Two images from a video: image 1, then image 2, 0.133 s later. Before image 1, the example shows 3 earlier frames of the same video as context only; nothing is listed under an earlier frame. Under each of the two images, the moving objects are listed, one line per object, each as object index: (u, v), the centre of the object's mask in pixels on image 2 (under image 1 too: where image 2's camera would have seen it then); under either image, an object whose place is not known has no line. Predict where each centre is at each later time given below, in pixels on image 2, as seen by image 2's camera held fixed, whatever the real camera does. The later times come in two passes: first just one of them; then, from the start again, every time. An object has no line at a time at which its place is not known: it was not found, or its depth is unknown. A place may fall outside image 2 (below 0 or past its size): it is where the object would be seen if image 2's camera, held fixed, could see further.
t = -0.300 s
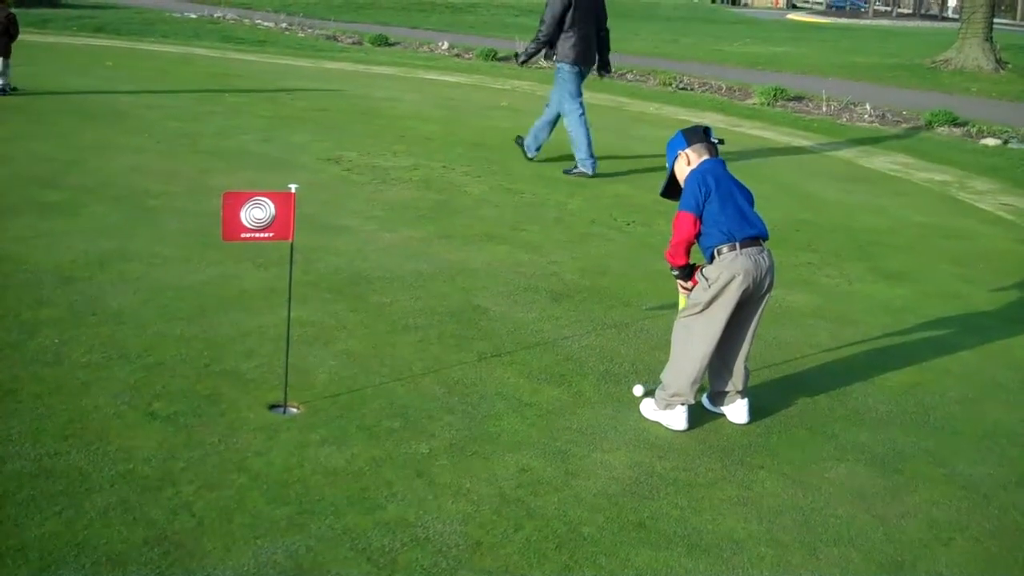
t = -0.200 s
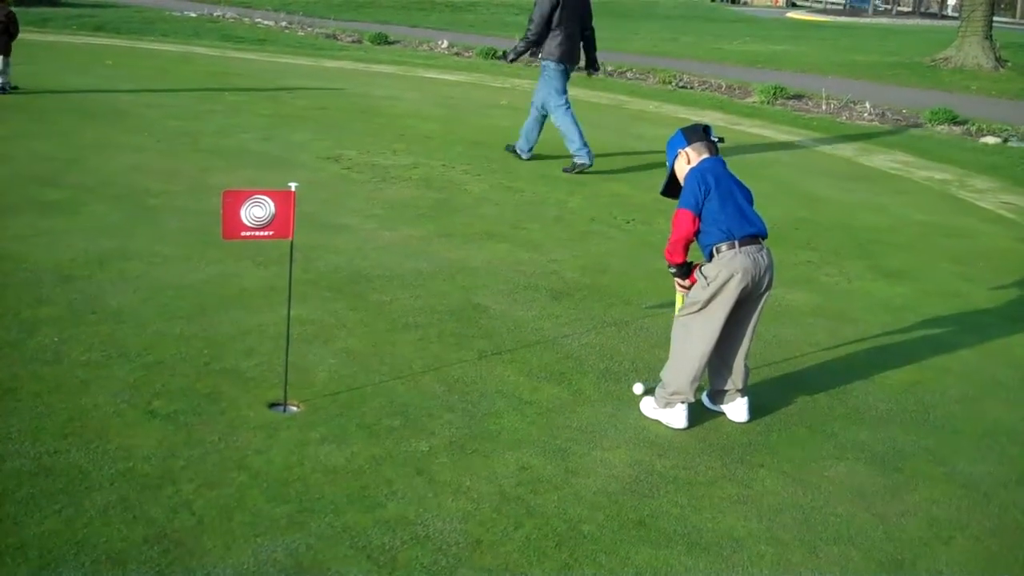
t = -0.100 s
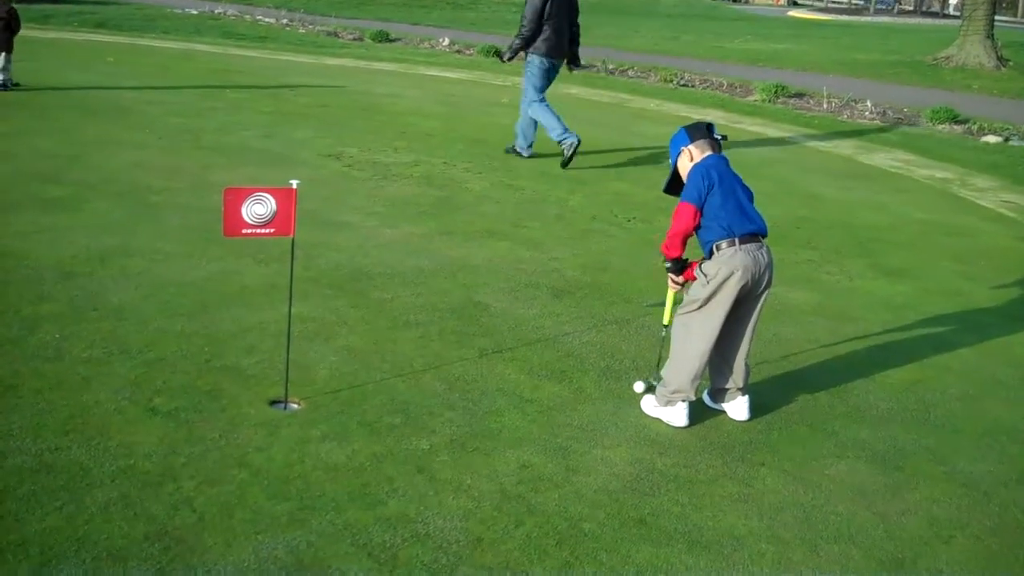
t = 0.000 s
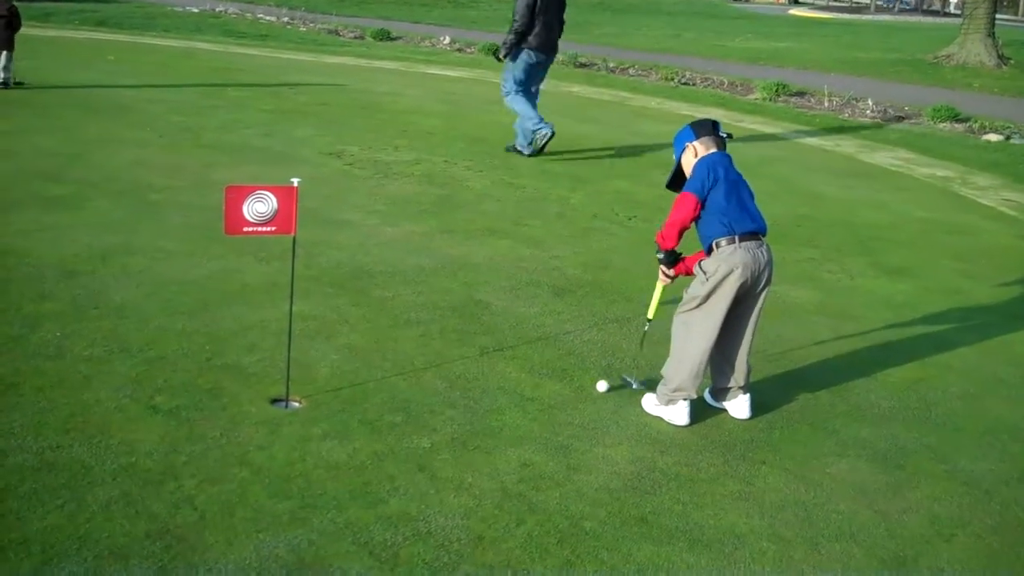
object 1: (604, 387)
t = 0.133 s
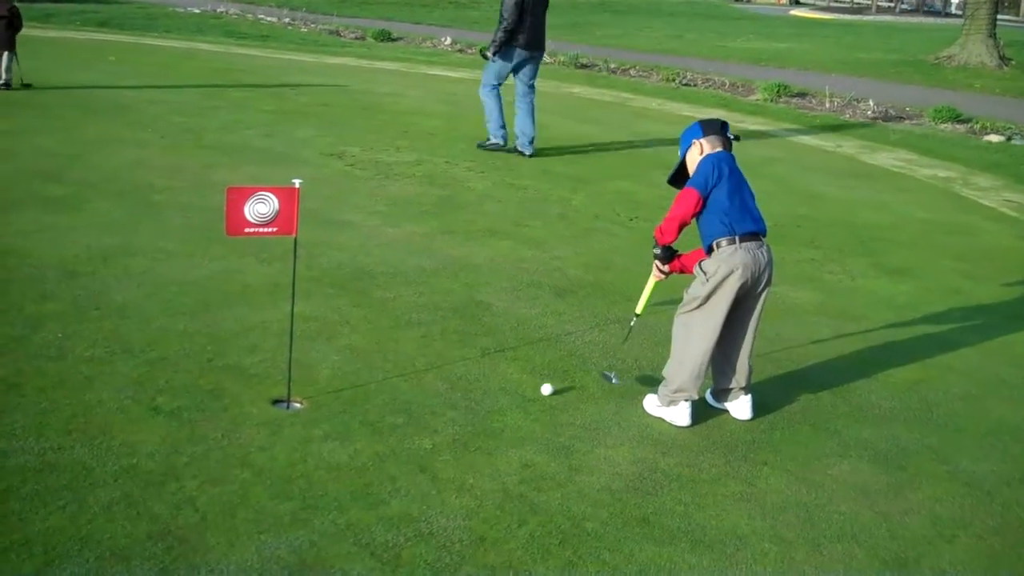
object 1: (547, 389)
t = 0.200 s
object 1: (519, 390)
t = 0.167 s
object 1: (533, 390)
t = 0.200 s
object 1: (519, 390)
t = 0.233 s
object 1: (506, 390)
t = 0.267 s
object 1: (492, 391)
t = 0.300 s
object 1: (479, 391)
